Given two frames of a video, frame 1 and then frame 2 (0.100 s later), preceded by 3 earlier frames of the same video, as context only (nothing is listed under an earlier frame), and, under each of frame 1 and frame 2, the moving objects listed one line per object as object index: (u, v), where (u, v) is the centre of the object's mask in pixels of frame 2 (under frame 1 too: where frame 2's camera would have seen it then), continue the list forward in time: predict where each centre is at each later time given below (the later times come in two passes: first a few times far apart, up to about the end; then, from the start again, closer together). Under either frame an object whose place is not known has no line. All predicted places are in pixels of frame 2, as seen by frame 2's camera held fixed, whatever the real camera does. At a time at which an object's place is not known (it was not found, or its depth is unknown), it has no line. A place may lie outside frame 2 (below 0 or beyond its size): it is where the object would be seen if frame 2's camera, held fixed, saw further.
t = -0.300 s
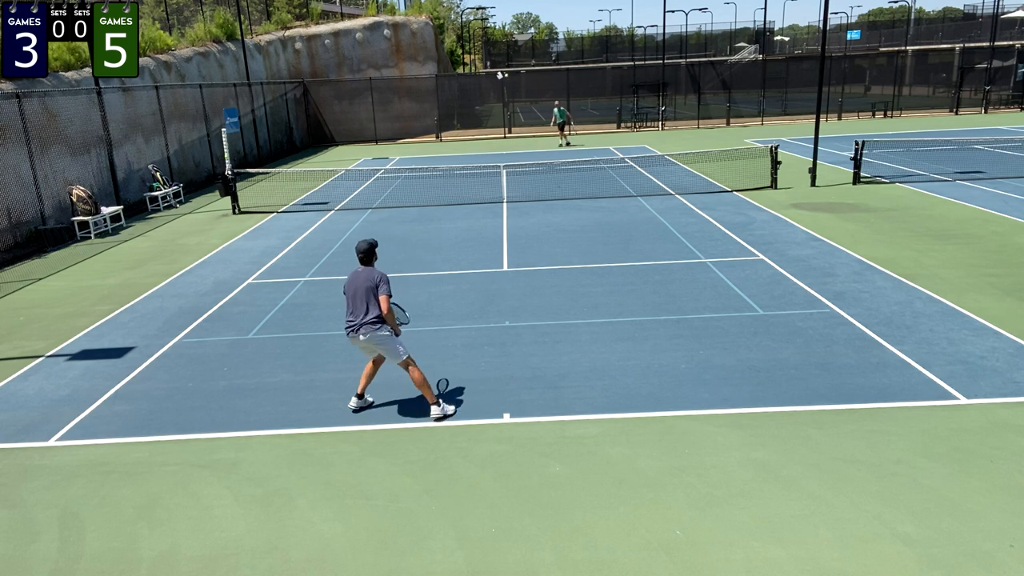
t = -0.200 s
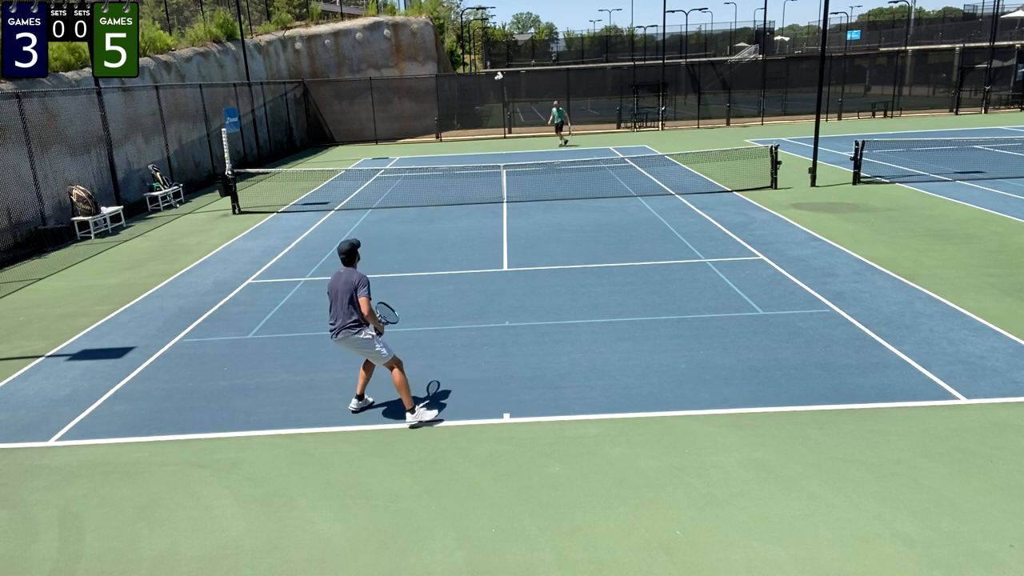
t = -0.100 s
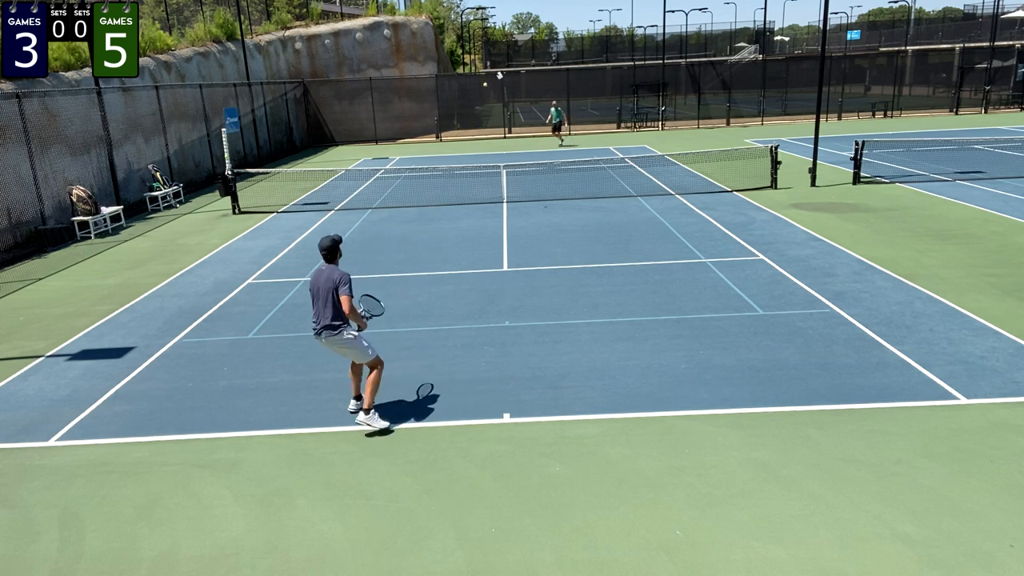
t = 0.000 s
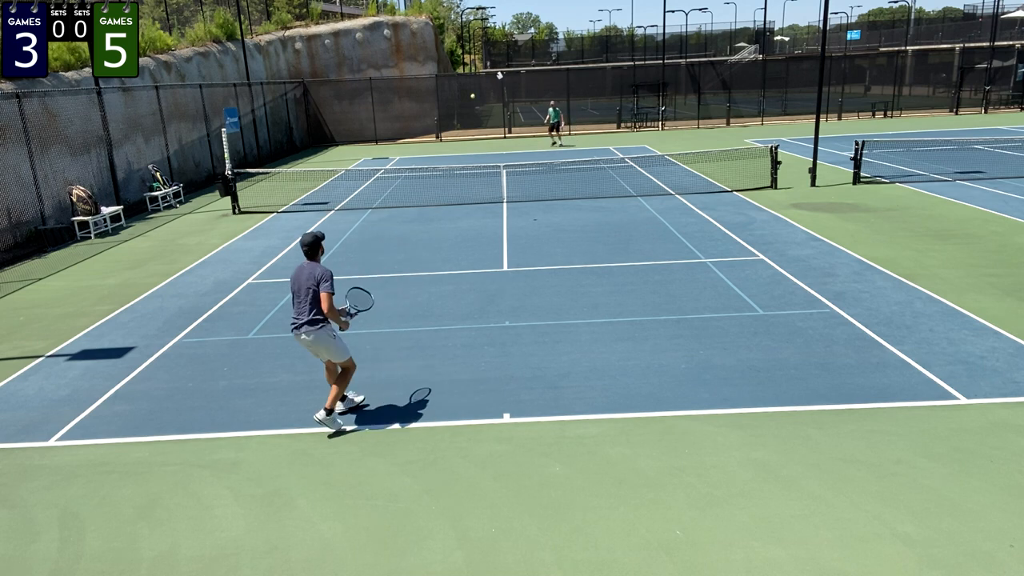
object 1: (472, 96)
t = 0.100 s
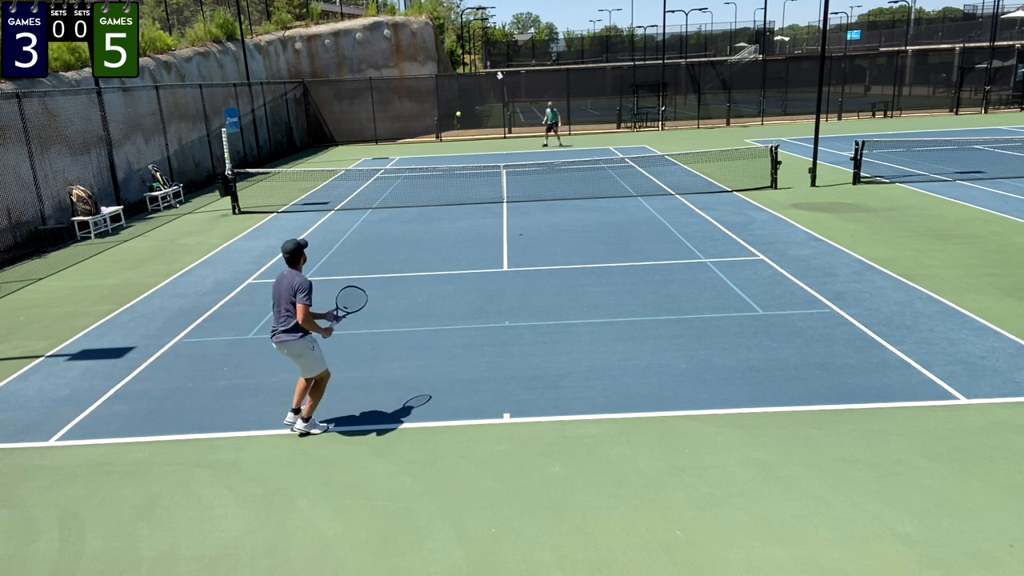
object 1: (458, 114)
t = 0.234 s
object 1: (436, 150)
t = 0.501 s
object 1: (375, 287)
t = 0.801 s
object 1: (285, 351)
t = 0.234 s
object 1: (436, 150)
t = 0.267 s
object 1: (429, 162)
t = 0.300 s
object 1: (423, 174)
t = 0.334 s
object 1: (416, 189)
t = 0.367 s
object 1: (409, 205)
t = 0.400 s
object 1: (401, 223)
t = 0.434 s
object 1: (393, 242)
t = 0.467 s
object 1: (384, 263)
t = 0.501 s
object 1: (375, 287)
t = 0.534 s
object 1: (365, 313)
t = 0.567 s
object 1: (355, 342)
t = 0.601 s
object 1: (344, 374)
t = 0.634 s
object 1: (334, 376)
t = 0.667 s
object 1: (325, 369)
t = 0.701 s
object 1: (316, 364)
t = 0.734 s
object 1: (306, 358)
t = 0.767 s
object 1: (296, 354)
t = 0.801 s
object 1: (285, 351)
